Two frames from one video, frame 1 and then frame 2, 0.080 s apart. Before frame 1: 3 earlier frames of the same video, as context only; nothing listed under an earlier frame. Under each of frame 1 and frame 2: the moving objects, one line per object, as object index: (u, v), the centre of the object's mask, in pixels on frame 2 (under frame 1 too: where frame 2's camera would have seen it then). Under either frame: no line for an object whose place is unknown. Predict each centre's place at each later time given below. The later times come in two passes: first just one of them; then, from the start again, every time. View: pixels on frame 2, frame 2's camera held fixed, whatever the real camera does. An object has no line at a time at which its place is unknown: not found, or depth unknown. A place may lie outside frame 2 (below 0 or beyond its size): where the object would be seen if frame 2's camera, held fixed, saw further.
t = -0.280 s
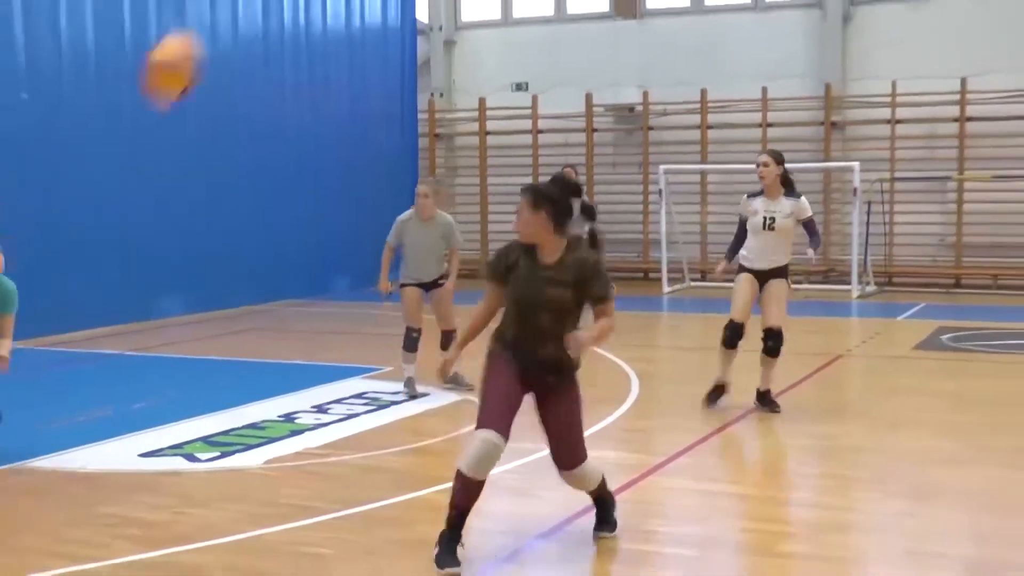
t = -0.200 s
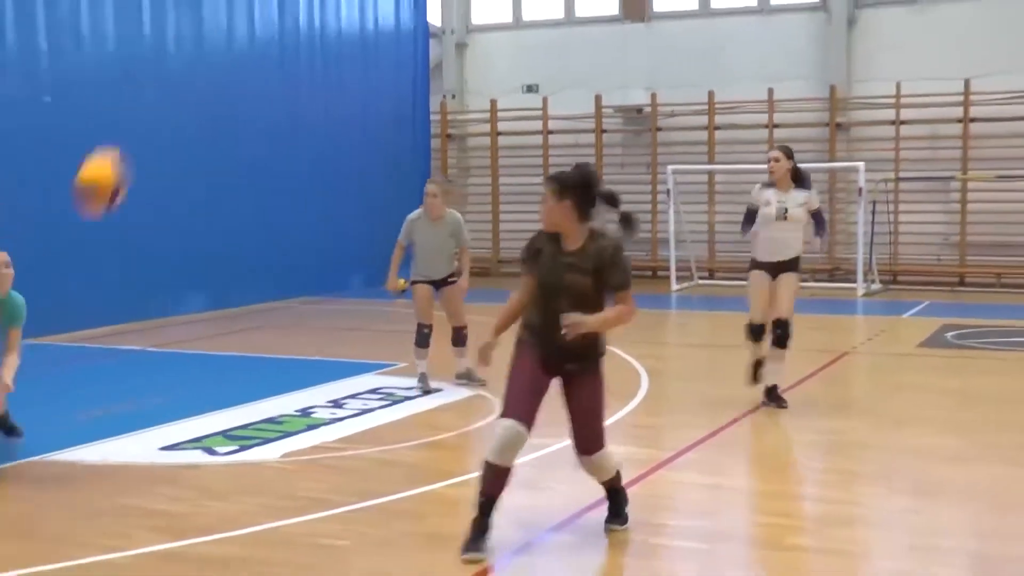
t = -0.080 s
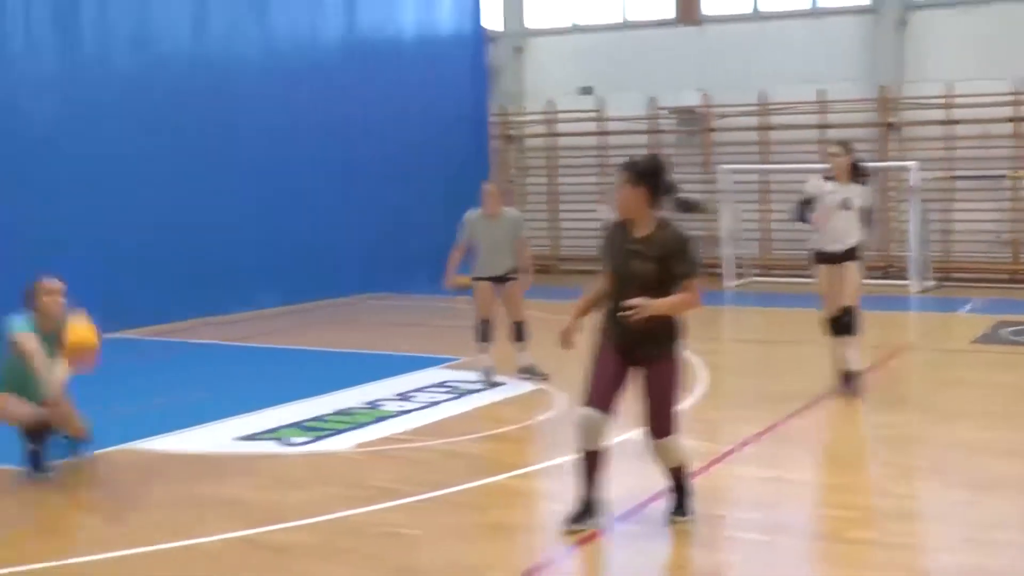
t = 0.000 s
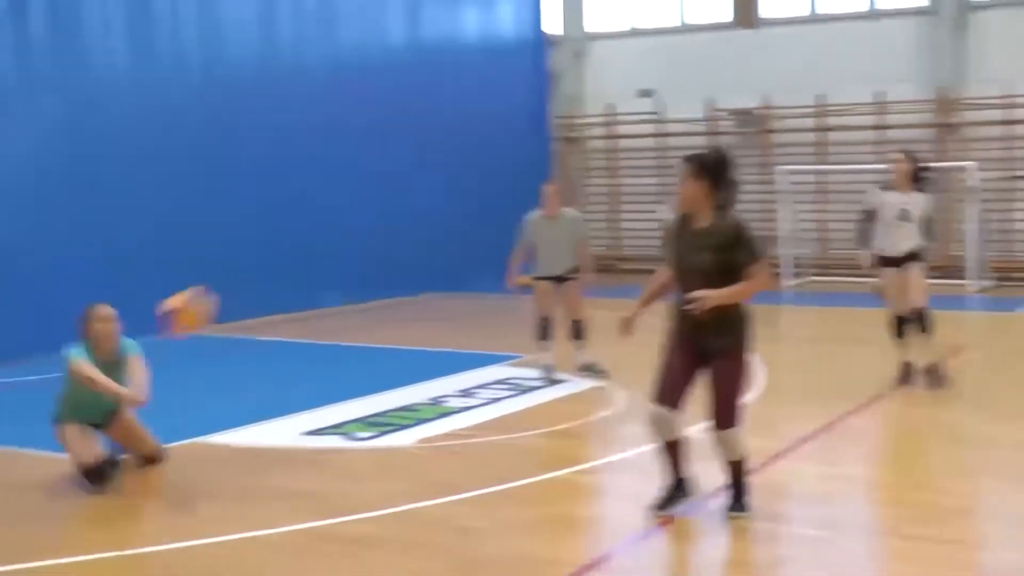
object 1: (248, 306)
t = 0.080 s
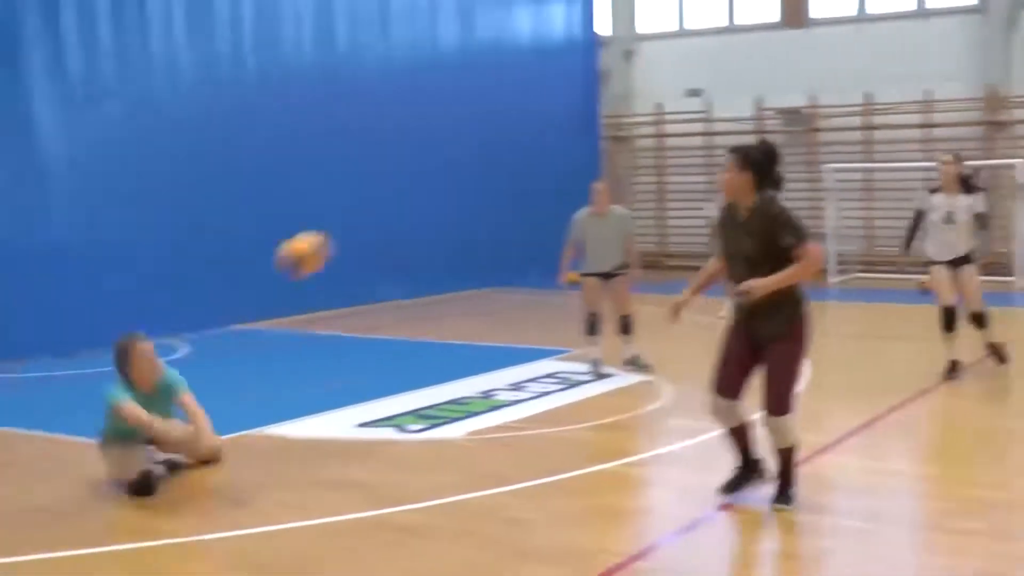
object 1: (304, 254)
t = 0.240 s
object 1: (425, 184)
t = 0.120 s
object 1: (336, 231)
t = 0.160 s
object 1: (367, 212)
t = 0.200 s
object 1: (396, 196)
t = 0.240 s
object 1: (425, 184)
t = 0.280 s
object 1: (455, 175)
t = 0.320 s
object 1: (483, 170)
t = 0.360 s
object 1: (510, 167)
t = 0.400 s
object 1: (535, 168)
